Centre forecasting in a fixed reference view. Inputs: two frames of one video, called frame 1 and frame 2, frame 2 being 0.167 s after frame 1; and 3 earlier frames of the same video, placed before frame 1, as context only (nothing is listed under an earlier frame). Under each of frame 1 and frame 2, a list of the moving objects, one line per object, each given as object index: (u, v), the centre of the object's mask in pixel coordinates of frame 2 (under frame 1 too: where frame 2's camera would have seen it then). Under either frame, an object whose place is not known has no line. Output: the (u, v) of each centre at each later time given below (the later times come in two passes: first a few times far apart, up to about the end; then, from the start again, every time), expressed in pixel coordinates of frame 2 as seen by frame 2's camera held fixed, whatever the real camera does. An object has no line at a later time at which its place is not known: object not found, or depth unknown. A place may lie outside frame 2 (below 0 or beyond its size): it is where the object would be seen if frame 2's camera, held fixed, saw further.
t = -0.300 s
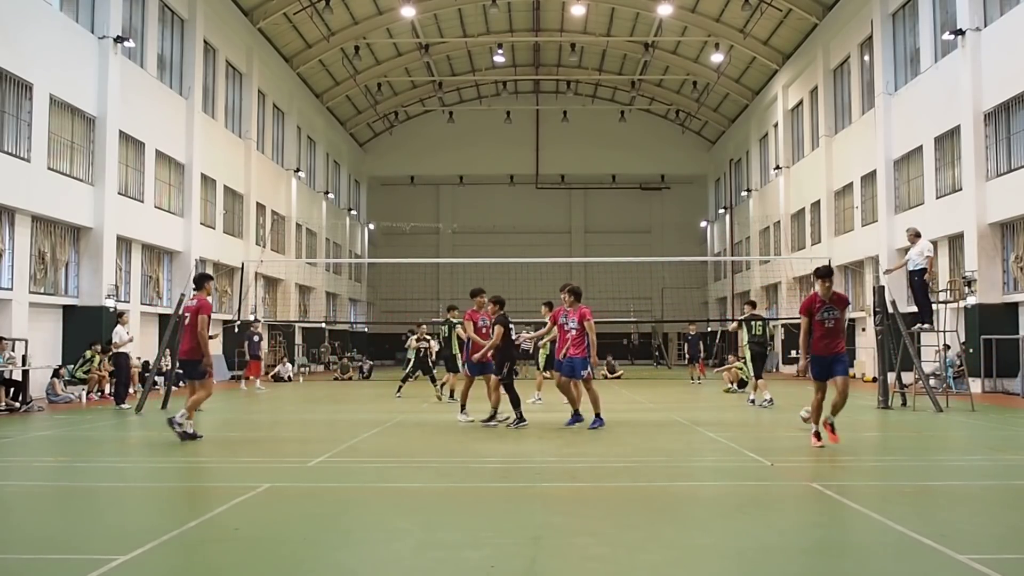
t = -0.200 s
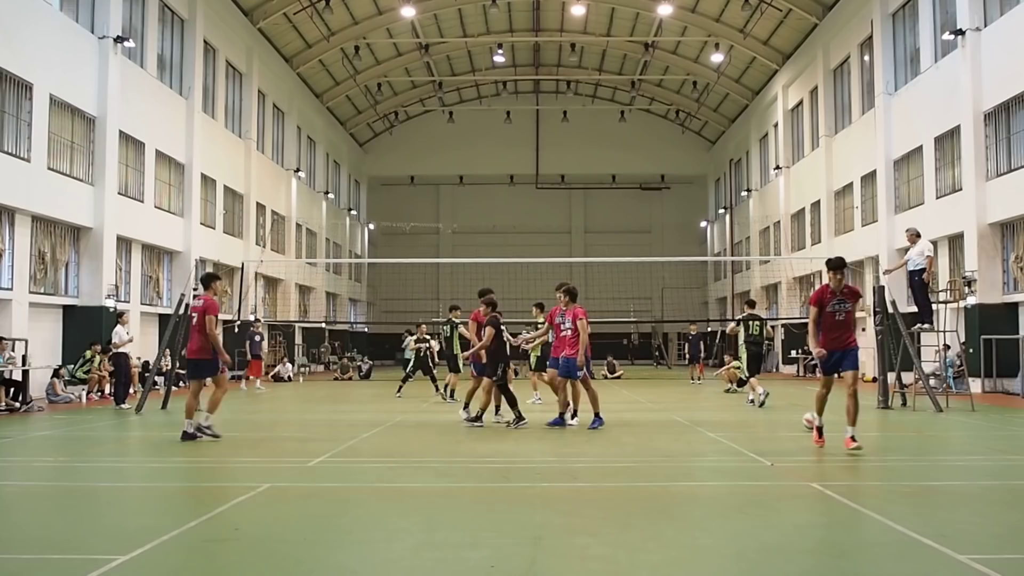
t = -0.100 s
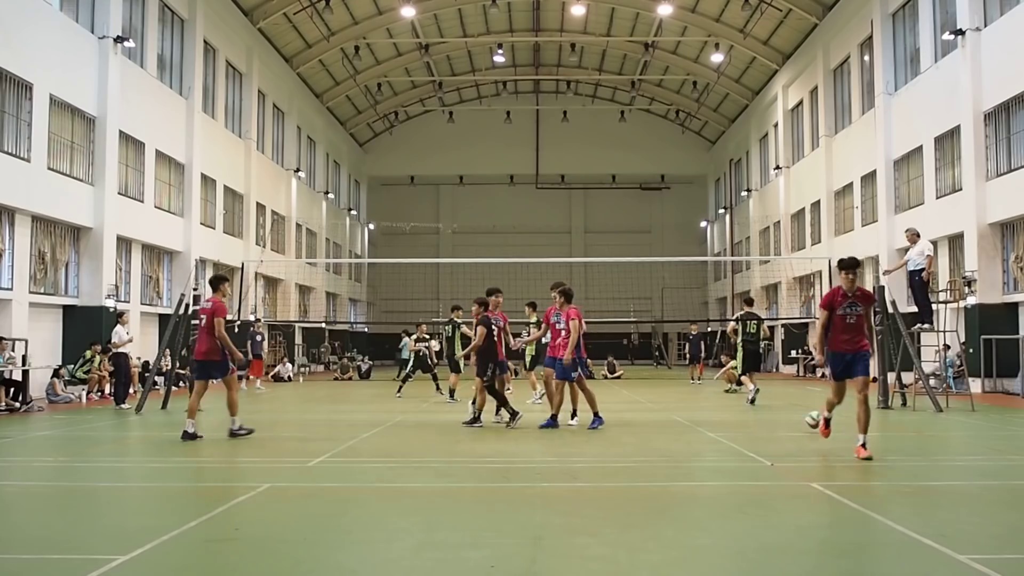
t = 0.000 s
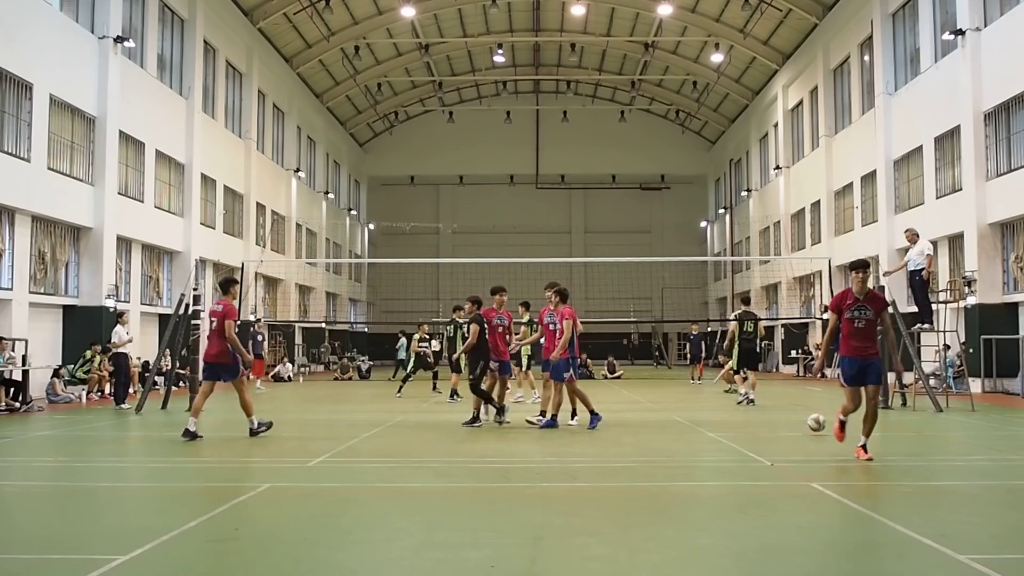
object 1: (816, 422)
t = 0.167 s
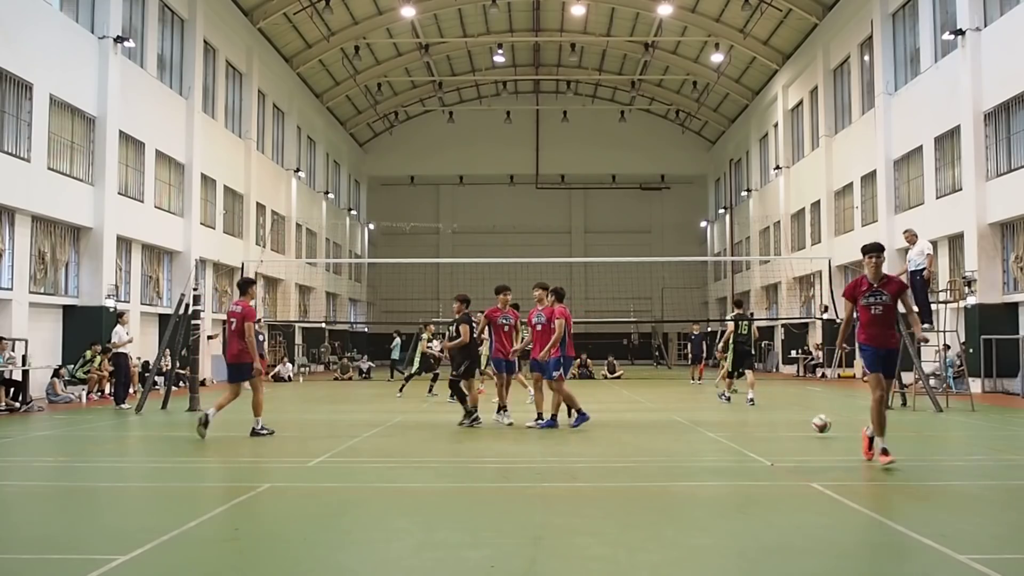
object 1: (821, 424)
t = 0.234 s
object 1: (823, 428)
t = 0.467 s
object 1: (832, 430)
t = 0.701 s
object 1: (839, 436)
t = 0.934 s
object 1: (849, 441)
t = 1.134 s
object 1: (857, 446)
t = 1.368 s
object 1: (867, 452)
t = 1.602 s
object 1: (878, 458)
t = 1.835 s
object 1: (891, 465)
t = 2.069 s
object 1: (904, 473)
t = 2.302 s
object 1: (920, 481)
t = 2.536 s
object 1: (938, 491)
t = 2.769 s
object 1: (958, 502)
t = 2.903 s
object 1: (970, 509)
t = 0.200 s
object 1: (823, 425)
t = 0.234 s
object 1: (823, 428)
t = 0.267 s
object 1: (825, 428)
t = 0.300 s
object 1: (826, 427)
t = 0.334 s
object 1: (827, 427)
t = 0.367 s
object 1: (828, 428)
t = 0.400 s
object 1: (829, 430)
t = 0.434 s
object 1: (830, 431)
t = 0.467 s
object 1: (832, 430)
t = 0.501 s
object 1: (833, 430)
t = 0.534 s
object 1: (834, 431)
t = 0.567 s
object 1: (835, 433)
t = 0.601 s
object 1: (836, 434)
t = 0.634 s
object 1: (837, 434)
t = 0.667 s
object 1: (838, 434)
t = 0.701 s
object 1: (839, 436)
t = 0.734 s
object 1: (841, 438)
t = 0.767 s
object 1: (842, 438)
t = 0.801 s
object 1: (844, 438)
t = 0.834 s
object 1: (845, 440)
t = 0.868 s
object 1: (847, 440)
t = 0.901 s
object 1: (848, 440)
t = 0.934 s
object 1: (849, 441)
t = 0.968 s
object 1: (850, 442)
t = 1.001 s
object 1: (851, 442)
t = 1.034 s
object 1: (853, 443)
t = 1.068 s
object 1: (854, 444)
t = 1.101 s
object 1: (856, 444)
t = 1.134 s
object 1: (857, 446)
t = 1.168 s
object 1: (859, 446)
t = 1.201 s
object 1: (860, 447)
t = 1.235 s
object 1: (861, 448)
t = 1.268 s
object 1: (863, 449)
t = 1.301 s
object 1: (864, 450)
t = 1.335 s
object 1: (865, 451)
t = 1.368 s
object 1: (867, 452)
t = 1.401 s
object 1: (869, 453)
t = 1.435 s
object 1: (870, 454)
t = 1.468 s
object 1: (872, 454)
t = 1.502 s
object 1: (874, 455)
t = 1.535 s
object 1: (875, 456)
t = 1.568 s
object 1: (877, 457)
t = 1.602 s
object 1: (878, 458)
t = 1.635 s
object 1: (880, 459)
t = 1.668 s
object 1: (882, 460)
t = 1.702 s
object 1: (884, 461)
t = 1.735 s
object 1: (886, 462)
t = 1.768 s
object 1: (887, 463)
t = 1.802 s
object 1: (889, 464)
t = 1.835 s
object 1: (891, 465)
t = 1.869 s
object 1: (893, 466)
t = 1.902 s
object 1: (895, 467)
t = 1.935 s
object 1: (896, 468)
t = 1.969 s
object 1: (899, 468)
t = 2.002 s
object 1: (900, 470)
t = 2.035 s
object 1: (902, 471)
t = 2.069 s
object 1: (904, 473)
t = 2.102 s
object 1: (906, 474)
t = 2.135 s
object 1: (909, 475)
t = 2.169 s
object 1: (911, 476)
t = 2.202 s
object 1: (913, 477)
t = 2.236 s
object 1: (916, 479)
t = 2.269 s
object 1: (917, 480)
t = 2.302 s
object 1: (920, 481)
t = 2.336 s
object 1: (923, 483)
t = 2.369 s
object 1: (925, 484)
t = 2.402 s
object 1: (928, 485)
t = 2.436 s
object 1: (930, 487)
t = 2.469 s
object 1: (933, 488)
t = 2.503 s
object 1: (935, 489)
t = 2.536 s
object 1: (938, 491)
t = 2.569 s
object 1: (941, 492)
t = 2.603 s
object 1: (943, 494)
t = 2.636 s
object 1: (946, 495)
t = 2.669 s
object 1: (949, 497)
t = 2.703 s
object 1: (952, 499)
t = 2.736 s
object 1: (955, 501)
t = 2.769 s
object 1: (958, 502)
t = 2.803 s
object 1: (961, 504)
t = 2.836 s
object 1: (964, 506)
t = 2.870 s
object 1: (967, 507)
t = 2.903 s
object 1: (970, 509)
